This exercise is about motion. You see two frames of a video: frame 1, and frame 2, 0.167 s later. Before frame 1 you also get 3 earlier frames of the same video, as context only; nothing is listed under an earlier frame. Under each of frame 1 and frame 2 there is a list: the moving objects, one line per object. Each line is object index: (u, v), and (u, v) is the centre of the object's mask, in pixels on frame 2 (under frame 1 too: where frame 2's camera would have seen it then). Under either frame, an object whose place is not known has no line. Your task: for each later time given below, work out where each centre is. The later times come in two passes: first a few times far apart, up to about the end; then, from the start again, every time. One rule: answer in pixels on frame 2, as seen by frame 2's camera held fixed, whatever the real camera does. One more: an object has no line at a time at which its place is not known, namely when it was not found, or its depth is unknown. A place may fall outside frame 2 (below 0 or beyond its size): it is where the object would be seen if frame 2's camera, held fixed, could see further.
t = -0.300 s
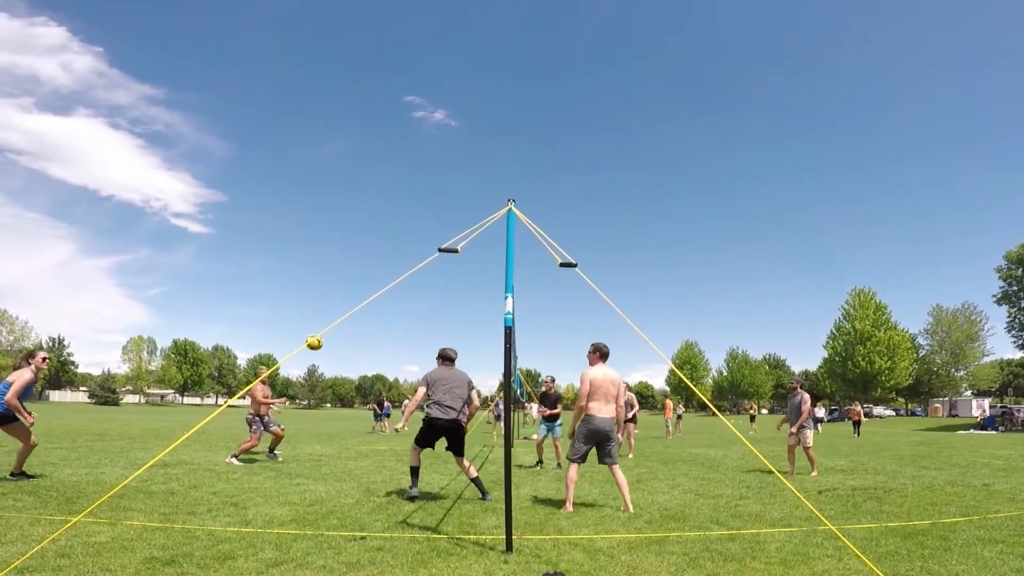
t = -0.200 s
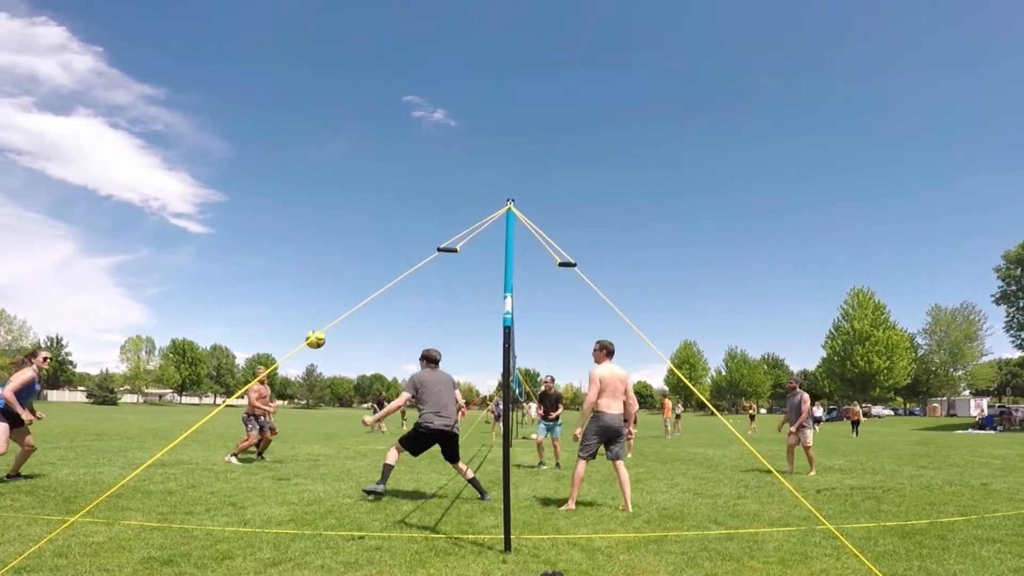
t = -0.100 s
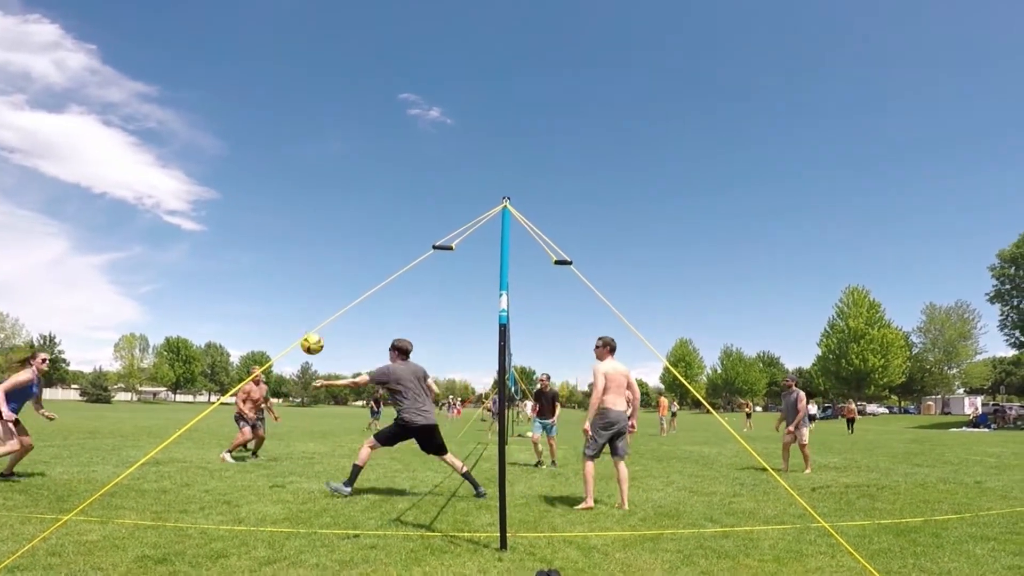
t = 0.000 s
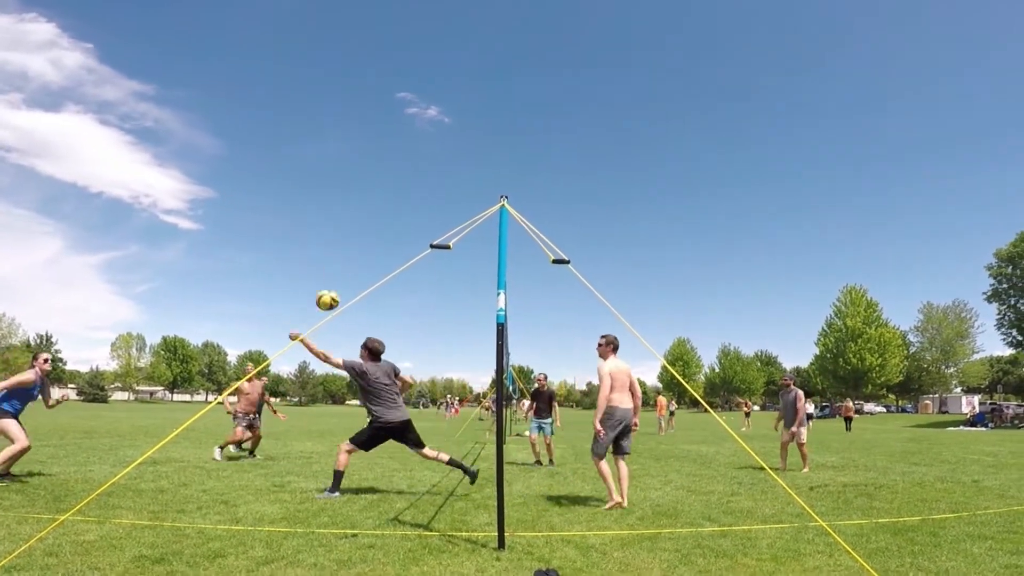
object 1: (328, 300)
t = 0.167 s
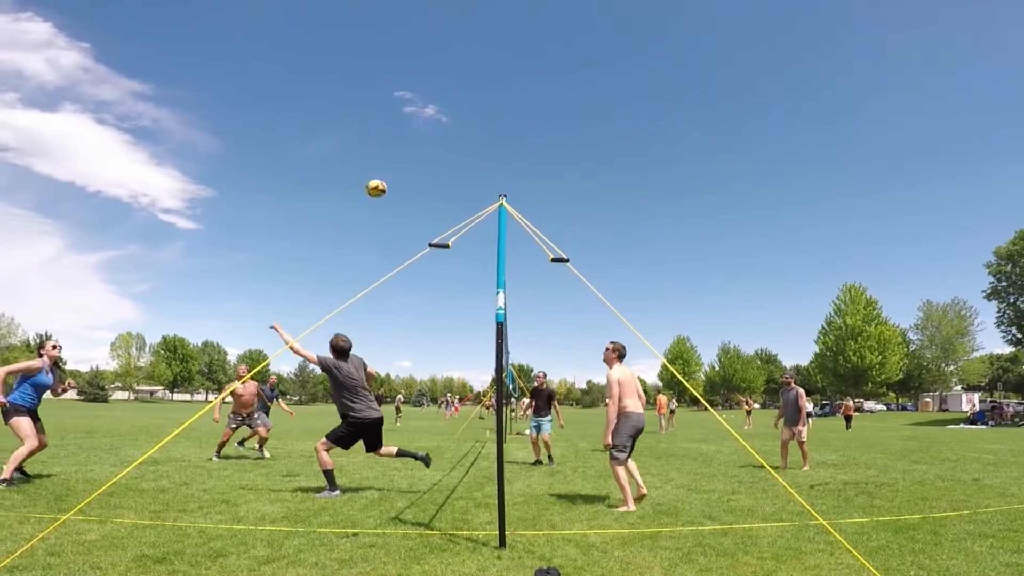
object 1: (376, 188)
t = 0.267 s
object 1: (404, 144)
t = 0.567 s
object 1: (463, 79)
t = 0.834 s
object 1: (500, 69)
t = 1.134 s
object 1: (530, 96)
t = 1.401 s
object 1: (552, 149)
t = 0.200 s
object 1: (386, 172)
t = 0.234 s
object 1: (395, 157)
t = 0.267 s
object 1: (404, 144)
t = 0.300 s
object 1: (413, 133)
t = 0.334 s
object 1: (420, 122)
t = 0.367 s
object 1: (427, 113)
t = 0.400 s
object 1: (433, 105)
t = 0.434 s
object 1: (440, 98)
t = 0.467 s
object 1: (447, 92)
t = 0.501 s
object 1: (453, 87)
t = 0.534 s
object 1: (458, 83)
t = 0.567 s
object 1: (463, 79)
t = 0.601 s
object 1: (468, 76)
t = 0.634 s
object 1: (472, 73)
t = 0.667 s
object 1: (478, 71)
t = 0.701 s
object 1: (483, 70)
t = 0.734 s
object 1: (488, 69)
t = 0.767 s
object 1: (491, 68)
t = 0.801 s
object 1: (496, 69)
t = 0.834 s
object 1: (500, 69)
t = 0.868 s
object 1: (504, 70)
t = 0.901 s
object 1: (508, 72)
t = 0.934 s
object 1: (511, 75)
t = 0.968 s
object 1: (514, 77)
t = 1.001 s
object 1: (518, 80)
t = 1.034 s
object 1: (520, 83)
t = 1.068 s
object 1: (523, 87)
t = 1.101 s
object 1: (526, 91)
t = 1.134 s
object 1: (530, 96)
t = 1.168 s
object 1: (533, 101)
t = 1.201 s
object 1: (537, 106)
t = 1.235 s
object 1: (540, 113)
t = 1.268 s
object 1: (542, 119)
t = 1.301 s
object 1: (544, 126)
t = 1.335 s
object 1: (547, 133)
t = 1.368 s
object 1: (549, 141)
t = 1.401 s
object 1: (552, 149)
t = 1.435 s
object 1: (554, 158)
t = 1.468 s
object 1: (556, 168)
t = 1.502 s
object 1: (558, 178)
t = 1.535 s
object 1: (559, 189)
